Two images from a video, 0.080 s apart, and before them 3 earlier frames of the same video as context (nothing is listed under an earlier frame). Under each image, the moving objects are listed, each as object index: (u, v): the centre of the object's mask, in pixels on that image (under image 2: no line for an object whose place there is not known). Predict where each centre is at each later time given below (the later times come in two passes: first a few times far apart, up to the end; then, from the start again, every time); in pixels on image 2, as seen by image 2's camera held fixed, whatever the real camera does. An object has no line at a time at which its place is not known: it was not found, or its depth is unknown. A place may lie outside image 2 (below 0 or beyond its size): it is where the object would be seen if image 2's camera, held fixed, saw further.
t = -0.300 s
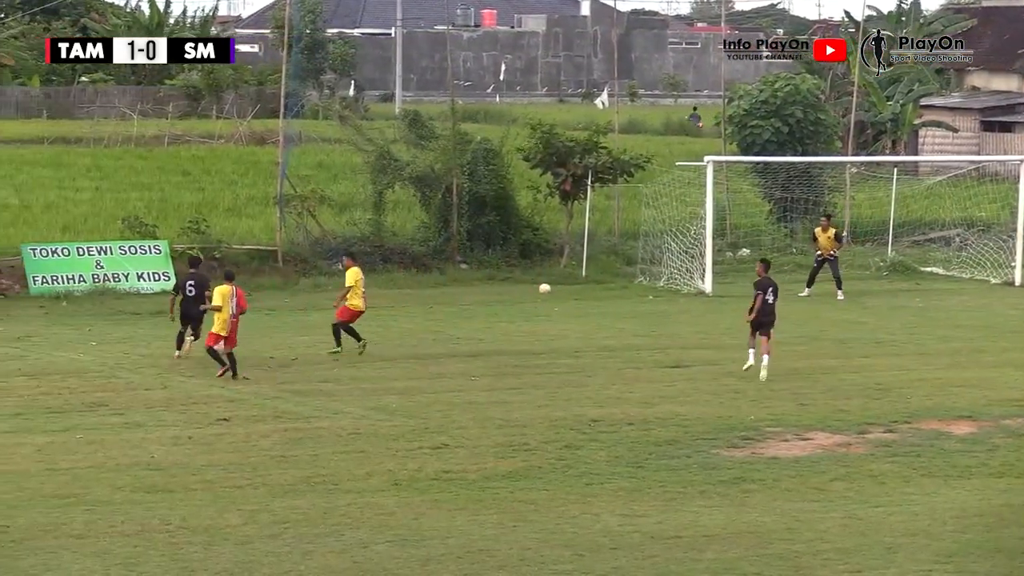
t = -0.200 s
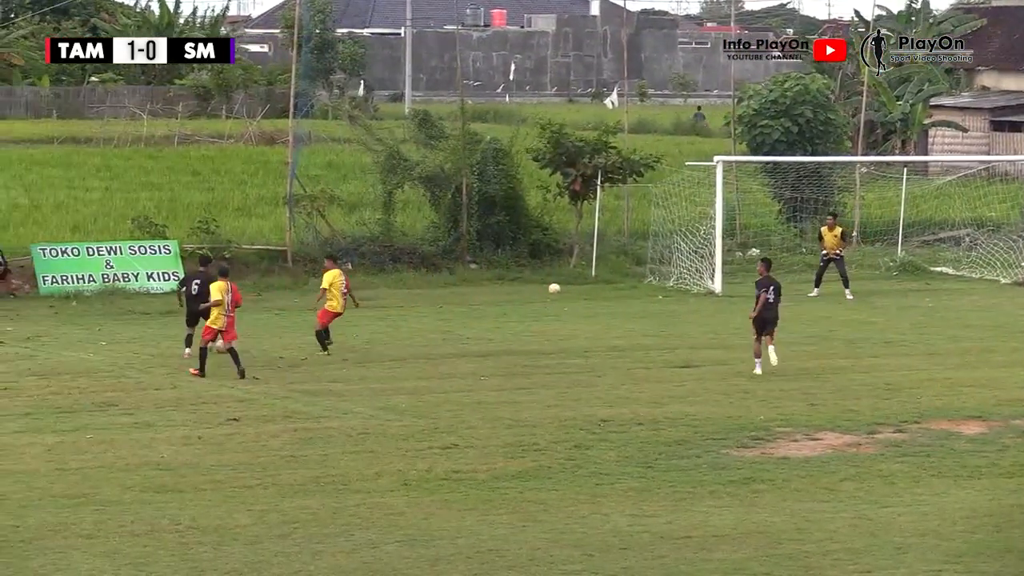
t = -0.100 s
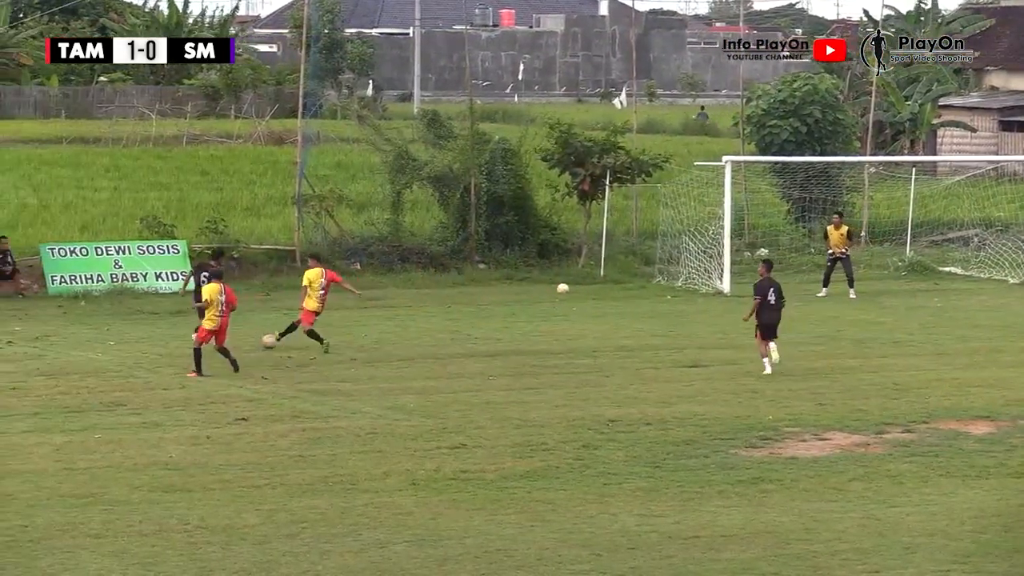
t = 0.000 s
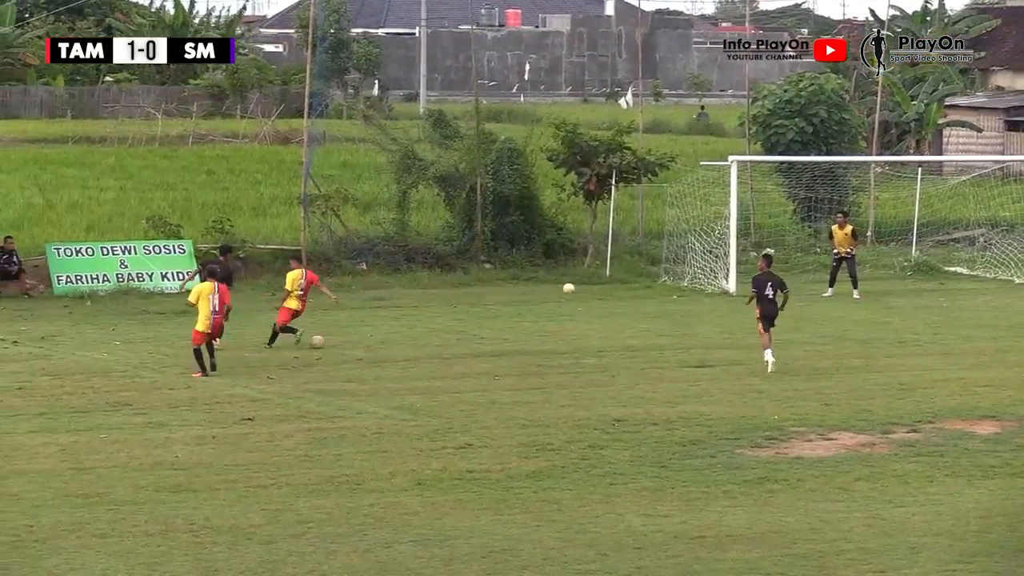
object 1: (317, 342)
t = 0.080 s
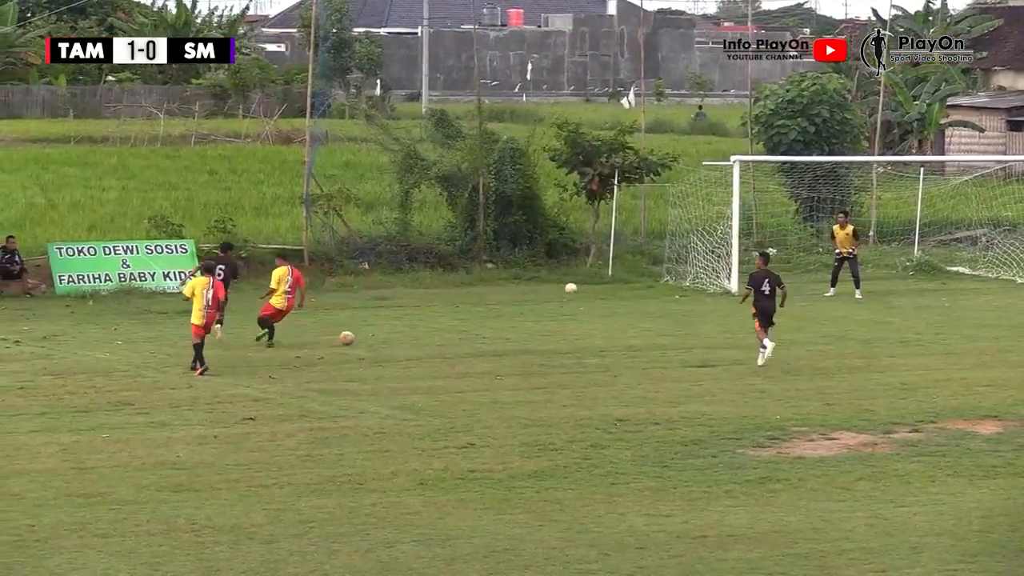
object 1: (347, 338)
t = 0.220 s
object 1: (391, 337)
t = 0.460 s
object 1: (448, 330)
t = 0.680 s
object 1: (488, 327)
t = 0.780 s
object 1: (505, 327)
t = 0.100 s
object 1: (354, 337)
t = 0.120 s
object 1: (360, 338)
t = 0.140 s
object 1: (366, 337)
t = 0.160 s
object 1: (372, 338)
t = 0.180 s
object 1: (380, 338)
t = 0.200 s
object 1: (385, 338)
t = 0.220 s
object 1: (391, 337)
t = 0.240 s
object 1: (396, 335)
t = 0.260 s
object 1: (401, 334)
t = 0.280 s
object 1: (406, 333)
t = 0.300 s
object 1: (411, 333)
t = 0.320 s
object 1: (416, 333)
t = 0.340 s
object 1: (422, 333)
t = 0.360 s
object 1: (426, 334)
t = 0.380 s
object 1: (431, 334)
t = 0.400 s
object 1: (436, 334)
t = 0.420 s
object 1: (440, 334)
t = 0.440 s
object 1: (445, 332)
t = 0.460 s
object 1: (448, 330)
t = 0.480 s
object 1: (452, 329)
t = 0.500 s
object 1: (455, 327)
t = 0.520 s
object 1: (459, 326)
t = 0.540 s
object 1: (463, 325)
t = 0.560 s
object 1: (466, 325)
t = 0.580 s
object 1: (470, 325)
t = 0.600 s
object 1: (473, 325)
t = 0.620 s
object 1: (477, 325)
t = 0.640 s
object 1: (481, 325)
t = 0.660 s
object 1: (484, 326)
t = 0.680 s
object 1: (488, 327)
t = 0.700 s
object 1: (491, 329)
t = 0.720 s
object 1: (495, 330)
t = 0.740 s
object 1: (498, 330)
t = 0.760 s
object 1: (502, 328)
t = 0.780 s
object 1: (505, 327)
